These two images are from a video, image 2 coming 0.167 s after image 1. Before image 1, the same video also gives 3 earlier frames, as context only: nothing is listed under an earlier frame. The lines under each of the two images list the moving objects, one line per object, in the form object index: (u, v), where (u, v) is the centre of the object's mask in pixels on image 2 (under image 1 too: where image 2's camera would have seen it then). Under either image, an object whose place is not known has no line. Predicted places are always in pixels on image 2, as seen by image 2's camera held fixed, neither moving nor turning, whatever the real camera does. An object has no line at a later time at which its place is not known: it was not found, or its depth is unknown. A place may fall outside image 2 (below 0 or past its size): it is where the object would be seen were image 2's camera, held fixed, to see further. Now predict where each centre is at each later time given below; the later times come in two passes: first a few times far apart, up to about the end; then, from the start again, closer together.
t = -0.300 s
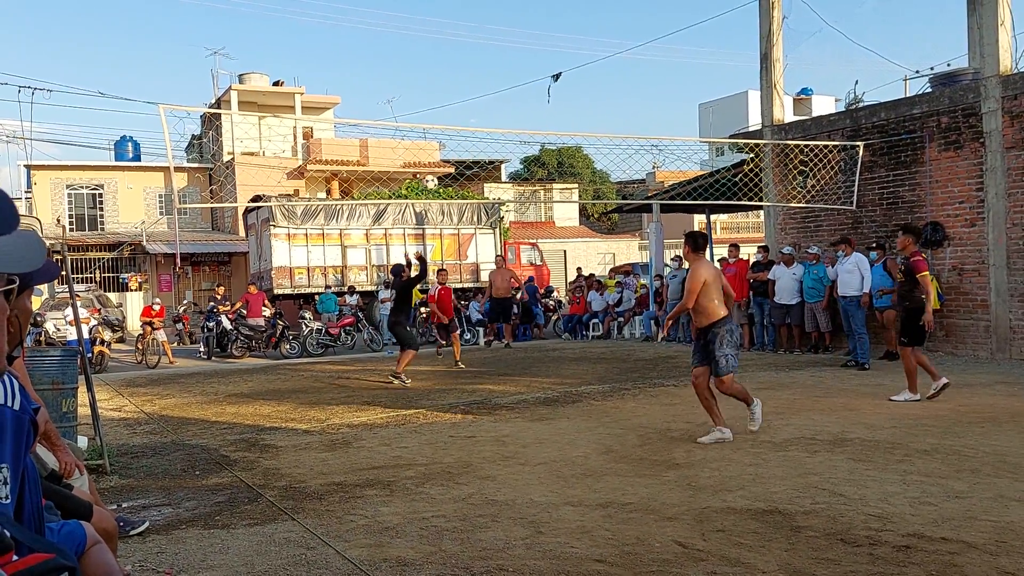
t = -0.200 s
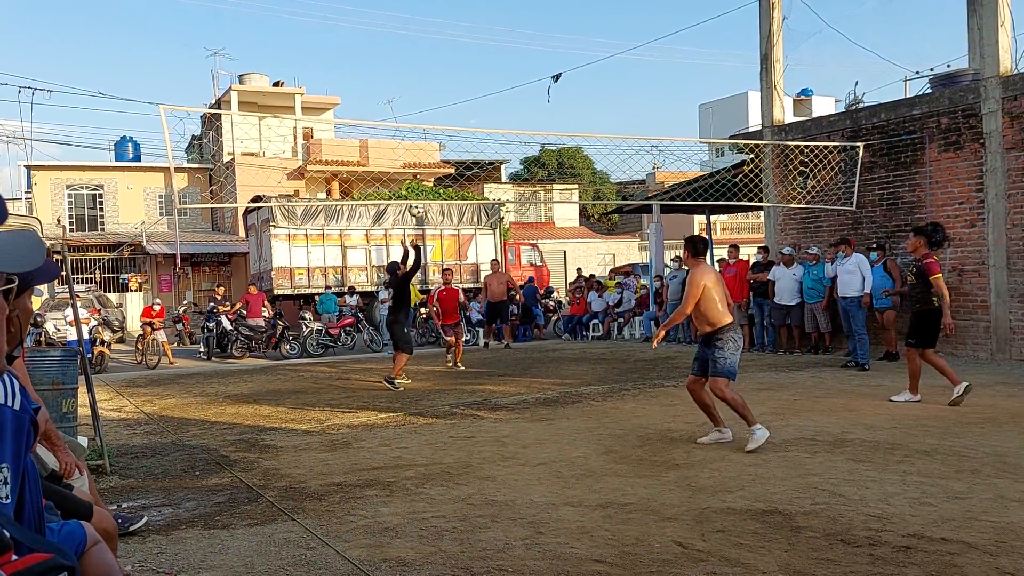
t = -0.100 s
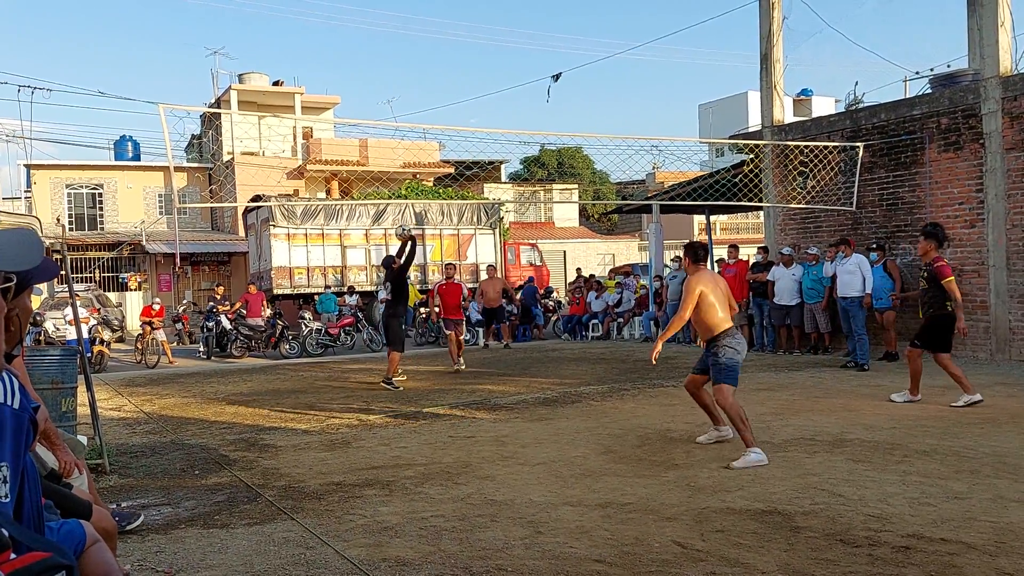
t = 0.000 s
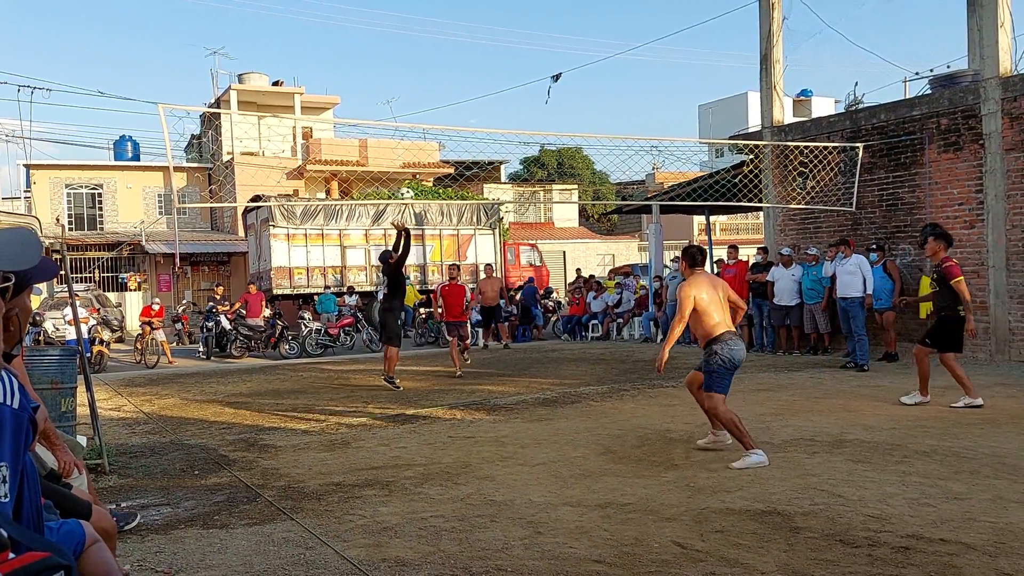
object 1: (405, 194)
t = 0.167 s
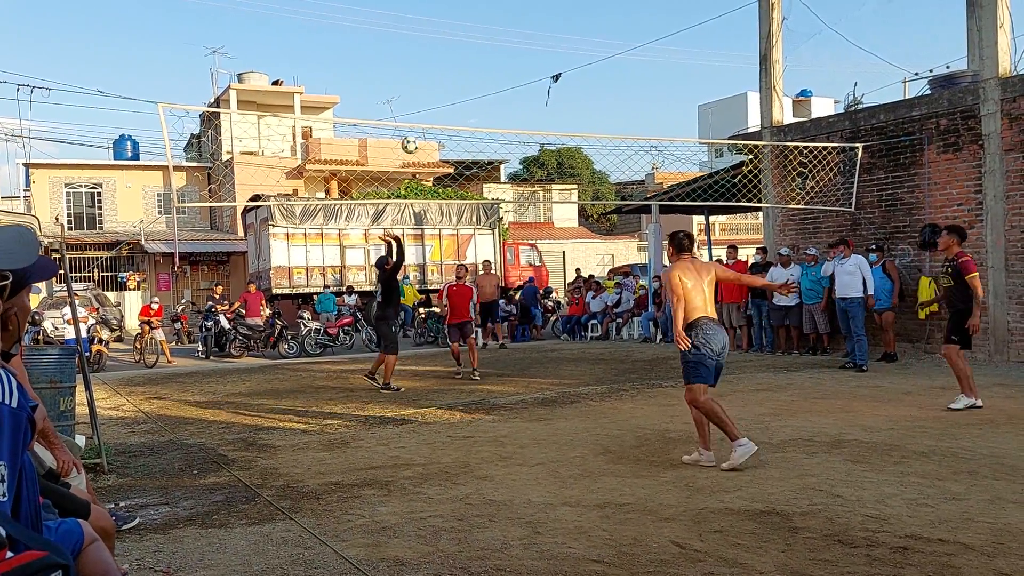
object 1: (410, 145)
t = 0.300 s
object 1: (416, 118)
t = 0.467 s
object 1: (424, 106)
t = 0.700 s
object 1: (437, 126)
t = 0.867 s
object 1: (450, 168)
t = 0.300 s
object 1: (416, 118)
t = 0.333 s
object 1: (417, 115)
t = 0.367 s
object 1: (419, 111)
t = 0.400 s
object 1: (421, 109)
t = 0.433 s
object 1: (422, 107)
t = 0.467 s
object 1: (424, 106)
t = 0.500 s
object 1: (426, 106)
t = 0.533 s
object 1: (428, 107)
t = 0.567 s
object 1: (429, 110)
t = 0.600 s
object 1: (431, 112)
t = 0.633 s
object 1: (433, 116)
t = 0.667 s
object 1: (436, 120)
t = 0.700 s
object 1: (437, 126)
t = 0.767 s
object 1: (442, 141)
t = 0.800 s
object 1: (444, 149)
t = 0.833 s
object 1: (447, 157)
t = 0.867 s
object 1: (450, 168)
